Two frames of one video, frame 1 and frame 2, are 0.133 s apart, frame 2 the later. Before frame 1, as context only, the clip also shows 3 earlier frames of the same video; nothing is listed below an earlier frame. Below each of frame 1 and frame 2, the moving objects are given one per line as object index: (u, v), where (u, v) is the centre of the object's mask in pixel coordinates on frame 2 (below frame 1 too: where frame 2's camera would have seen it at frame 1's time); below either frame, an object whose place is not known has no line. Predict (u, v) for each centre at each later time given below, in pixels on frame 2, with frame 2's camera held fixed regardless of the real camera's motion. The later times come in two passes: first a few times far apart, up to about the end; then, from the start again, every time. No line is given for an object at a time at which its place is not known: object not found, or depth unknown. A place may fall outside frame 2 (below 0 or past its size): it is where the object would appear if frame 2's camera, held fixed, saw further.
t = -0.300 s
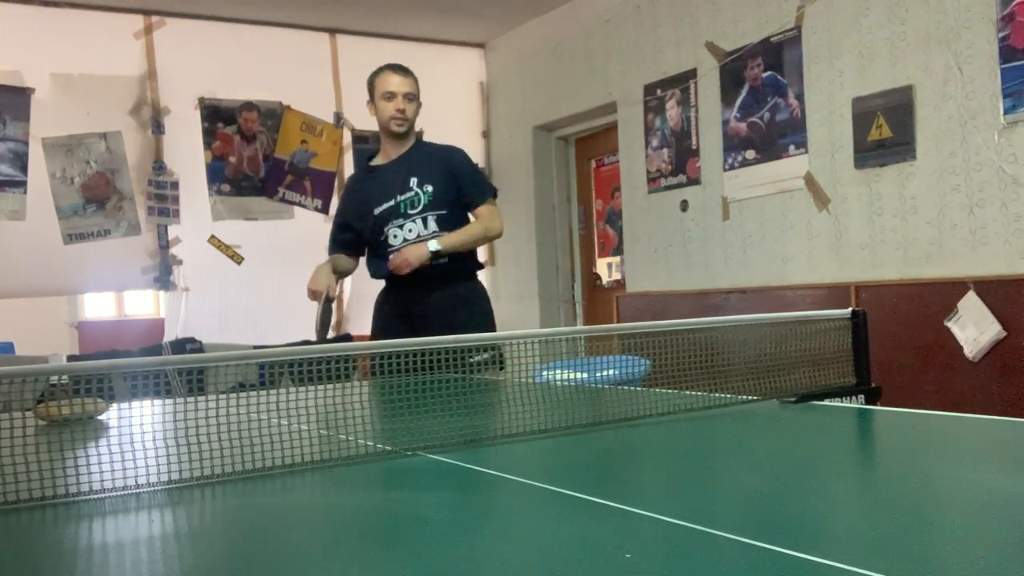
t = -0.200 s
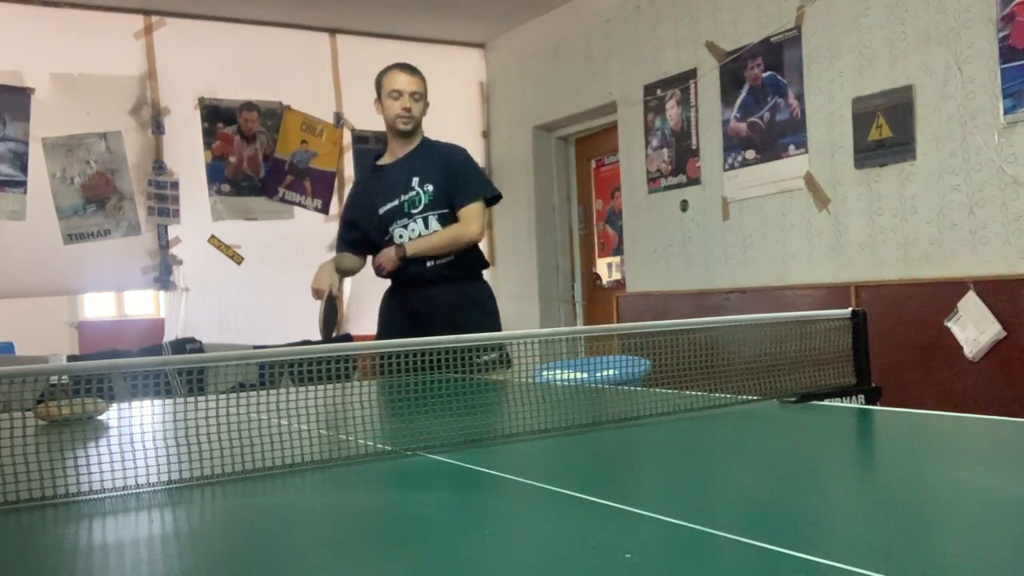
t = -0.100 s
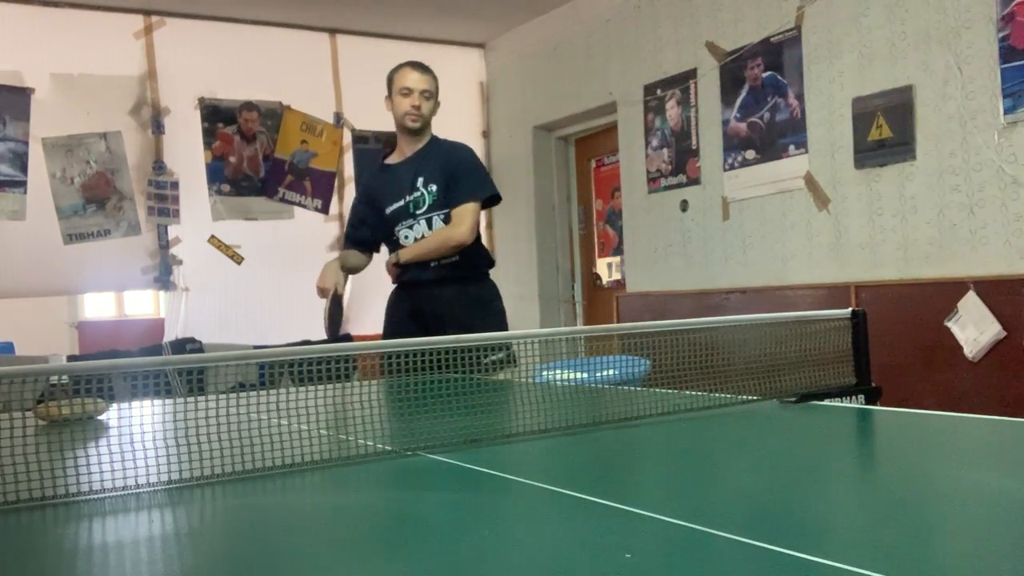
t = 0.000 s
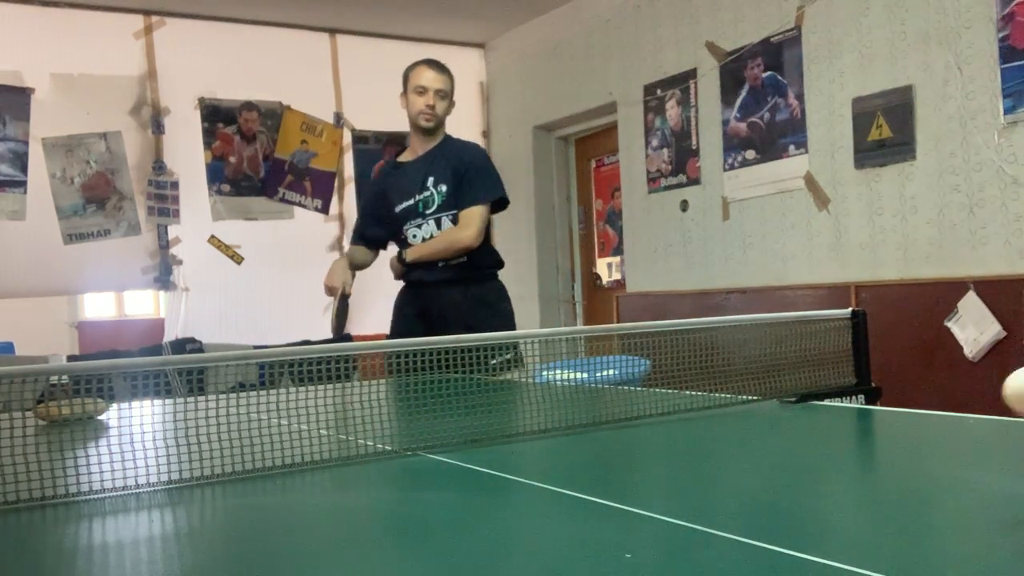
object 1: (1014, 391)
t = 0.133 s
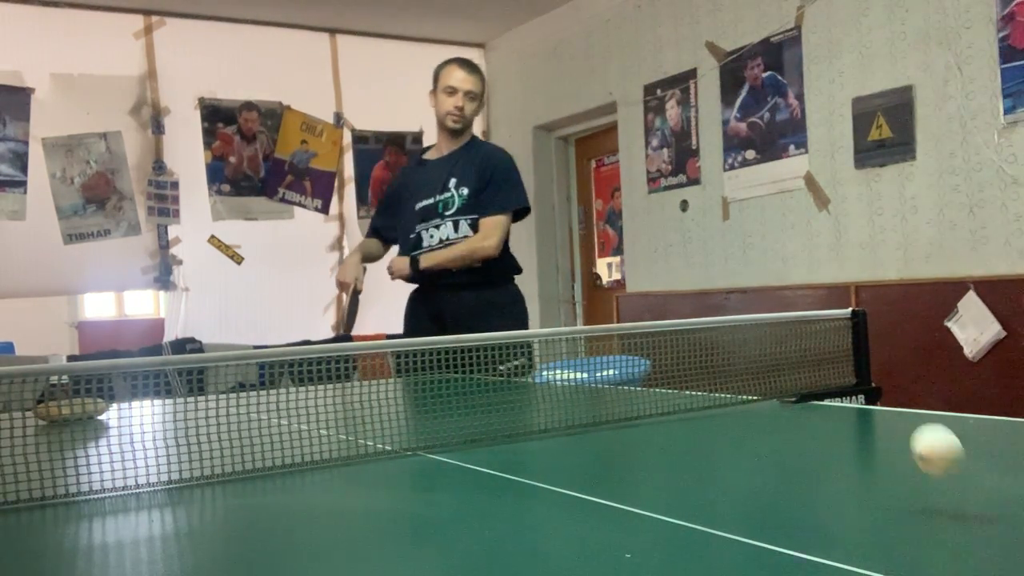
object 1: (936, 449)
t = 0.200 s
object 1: (889, 396)
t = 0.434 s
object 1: (760, 411)
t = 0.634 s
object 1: (675, 442)
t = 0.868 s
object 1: (595, 433)
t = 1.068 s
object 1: (543, 437)
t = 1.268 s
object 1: (496, 427)
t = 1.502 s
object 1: (458, 419)
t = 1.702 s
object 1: (426, 417)
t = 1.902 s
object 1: (399, 421)
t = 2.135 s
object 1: (369, 434)
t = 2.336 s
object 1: (341, 443)
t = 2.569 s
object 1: (313, 449)
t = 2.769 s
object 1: (289, 450)
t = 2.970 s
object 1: (269, 458)
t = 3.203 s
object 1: (246, 462)
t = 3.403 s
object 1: (229, 469)
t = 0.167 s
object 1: (911, 416)
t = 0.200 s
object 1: (889, 396)
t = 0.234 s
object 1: (868, 389)
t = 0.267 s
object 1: (848, 394)
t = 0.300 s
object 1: (829, 409)
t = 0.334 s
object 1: (813, 435)
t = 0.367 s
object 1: (797, 471)
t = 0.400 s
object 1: (778, 437)
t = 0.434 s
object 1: (760, 411)
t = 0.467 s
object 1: (743, 396)
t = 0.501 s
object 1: (728, 393)
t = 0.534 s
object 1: (714, 399)
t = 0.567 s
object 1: (701, 416)
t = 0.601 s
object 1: (688, 440)
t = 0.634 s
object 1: (675, 442)
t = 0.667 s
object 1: (661, 416)
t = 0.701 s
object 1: (649, 402)
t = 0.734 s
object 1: (636, 396)
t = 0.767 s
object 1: (625, 400)
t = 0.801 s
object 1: (615, 412)
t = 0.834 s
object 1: (605, 434)
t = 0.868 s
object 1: (595, 433)
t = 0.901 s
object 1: (585, 412)
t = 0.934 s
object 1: (575, 400)
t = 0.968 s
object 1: (566, 397)
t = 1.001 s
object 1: (558, 402)
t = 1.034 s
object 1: (551, 415)
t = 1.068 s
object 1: (543, 437)
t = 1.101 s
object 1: (534, 418)
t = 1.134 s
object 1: (525, 404)
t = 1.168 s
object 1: (517, 398)
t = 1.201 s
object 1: (509, 400)
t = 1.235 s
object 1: (502, 409)
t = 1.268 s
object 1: (496, 427)
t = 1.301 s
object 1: (489, 416)
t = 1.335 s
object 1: (481, 403)
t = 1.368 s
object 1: (476, 399)
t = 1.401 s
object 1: (471, 402)
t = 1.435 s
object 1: (467, 412)
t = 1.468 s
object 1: (463, 432)
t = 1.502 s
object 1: (458, 419)
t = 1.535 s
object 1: (452, 409)
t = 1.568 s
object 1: (446, 408)
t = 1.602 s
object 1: (442, 413)
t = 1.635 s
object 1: (437, 428)
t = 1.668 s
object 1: (433, 428)
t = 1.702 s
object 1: (426, 417)
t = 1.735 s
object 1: (422, 415)
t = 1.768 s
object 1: (419, 420)
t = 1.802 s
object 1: (414, 433)
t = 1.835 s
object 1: (410, 432)
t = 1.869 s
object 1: (404, 421)
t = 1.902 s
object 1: (399, 421)
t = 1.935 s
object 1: (395, 429)
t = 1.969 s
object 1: (390, 442)
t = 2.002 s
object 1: (385, 429)
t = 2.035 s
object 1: (380, 425)
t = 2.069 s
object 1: (376, 430)
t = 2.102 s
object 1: (373, 443)
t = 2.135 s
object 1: (369, 434)
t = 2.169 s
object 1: (364, 431)
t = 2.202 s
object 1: (359, 435)
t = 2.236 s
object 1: (355, 446)
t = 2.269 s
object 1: (350, 436)
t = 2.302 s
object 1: (346, 436)
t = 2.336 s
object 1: (341, 443)
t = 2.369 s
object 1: (337, 443)
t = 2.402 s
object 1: (334, 439)
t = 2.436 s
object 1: (330, 444)
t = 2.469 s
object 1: (326, 447)
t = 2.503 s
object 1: (322, 444)
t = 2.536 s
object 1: (317, 446)
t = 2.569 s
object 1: (313, 449)
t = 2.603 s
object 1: (309, 446)
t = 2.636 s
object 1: (305, 451)
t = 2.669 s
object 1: (302, 450)
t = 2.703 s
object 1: (297, 450)
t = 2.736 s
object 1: (293, 455)
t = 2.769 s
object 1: (289, 450)
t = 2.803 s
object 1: (286, 456)
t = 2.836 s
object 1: (283, 453)
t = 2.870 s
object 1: (280, 456)
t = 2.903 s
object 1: (275, 456)
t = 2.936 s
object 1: (273, 457)
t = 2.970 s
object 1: (269, 458)
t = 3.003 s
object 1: (266, 460)
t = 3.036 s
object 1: (262, 459)
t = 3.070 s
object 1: (259, 462)
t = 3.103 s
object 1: (255, 461)
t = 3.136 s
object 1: (252, 462)
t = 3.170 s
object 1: (250, 464)
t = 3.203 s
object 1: (246, 462)
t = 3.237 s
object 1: (243, 464)
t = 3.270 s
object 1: (241, 467)
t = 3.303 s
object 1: (238, 467)
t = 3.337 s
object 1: (235, 467)
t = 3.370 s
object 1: (233, 467)
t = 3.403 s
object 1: (229, 469)
